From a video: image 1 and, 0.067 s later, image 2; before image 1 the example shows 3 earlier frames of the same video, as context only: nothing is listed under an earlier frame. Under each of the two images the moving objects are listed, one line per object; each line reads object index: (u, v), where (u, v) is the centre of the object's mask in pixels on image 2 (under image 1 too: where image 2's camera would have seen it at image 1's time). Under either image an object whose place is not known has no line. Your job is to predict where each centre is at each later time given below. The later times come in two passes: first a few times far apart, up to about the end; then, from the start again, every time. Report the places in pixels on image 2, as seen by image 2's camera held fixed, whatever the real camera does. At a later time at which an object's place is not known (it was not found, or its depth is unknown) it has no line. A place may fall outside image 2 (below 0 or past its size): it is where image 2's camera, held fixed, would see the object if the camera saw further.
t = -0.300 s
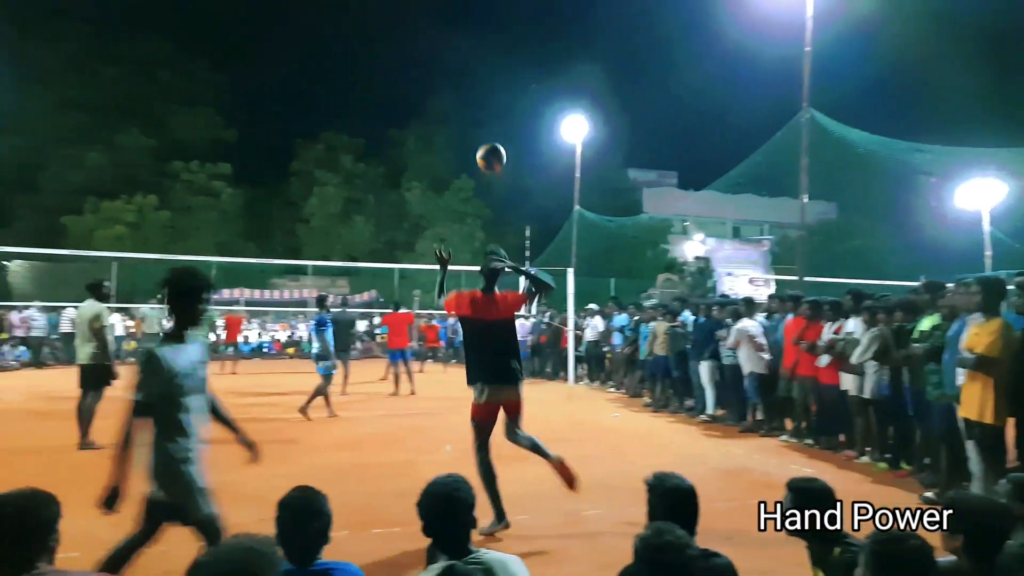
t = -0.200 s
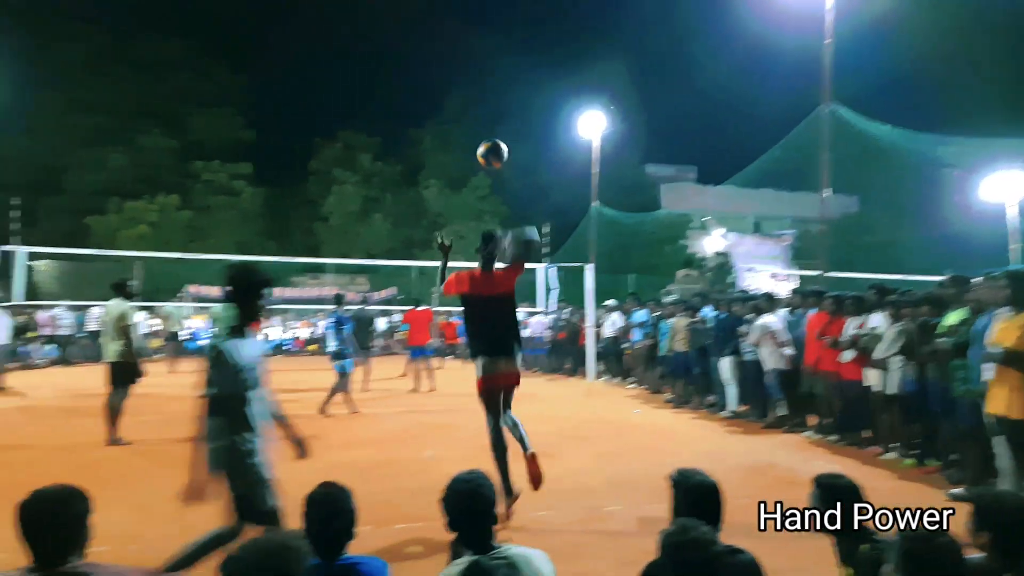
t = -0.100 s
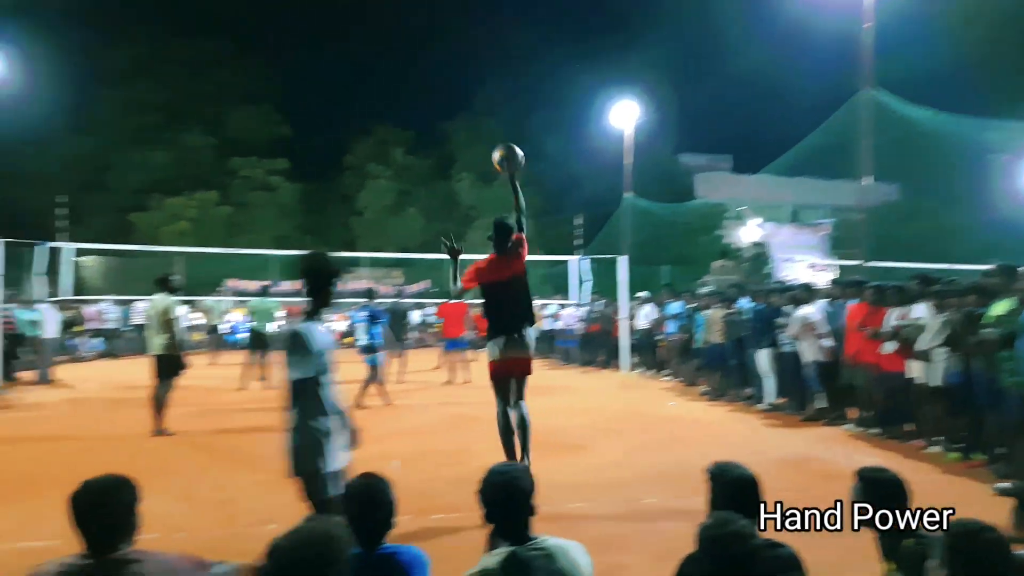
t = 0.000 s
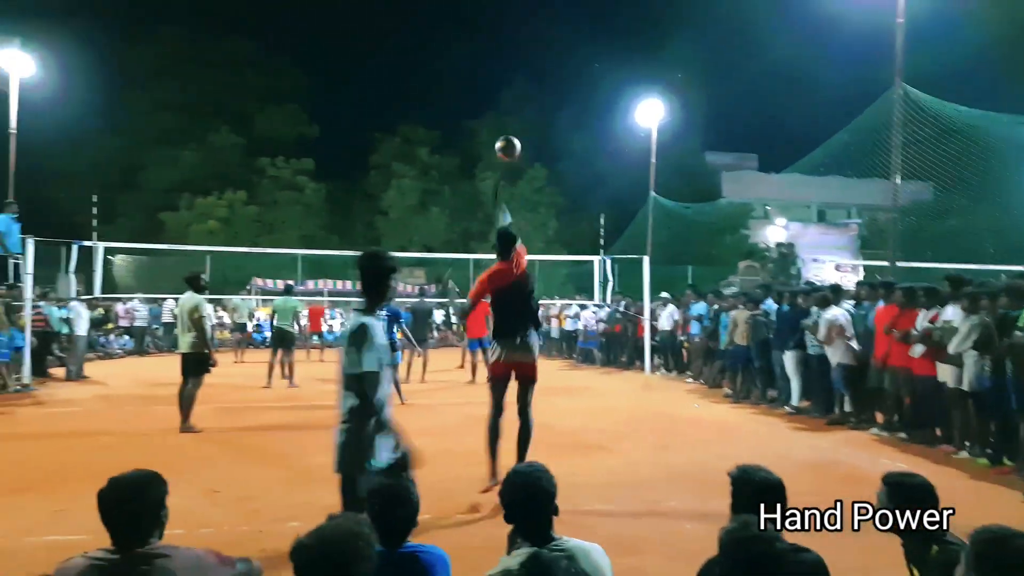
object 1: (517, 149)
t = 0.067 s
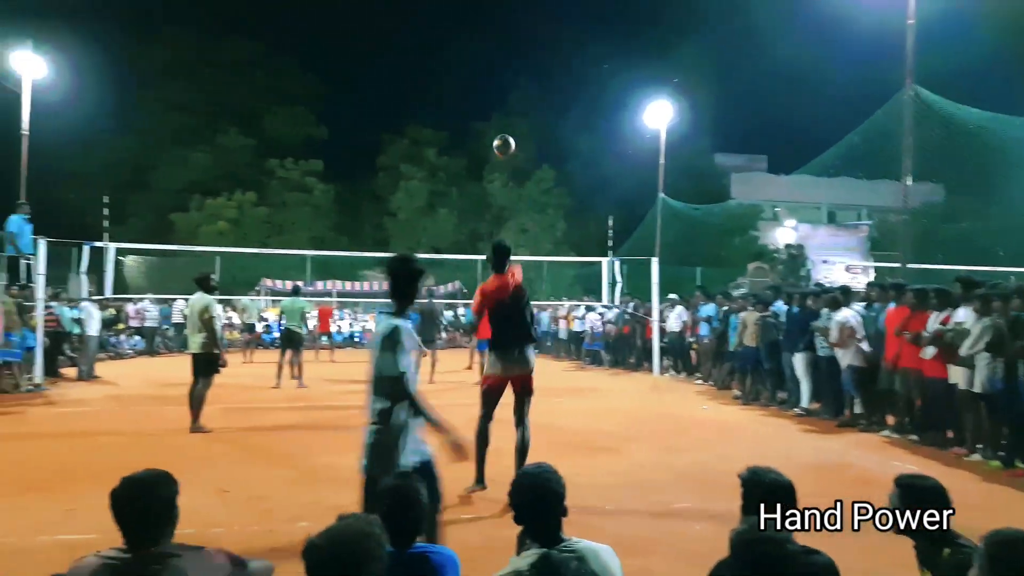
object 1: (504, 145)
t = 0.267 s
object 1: (481, 153)
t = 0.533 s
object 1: (466, 190)
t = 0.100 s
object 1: (498, 145)
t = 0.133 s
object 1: (493, 145)
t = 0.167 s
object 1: (490, 146)
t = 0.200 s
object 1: (487, 148)
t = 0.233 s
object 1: (484, 150)
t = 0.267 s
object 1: (481, 153)
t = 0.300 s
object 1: (478, 156)
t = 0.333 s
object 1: (476, 160)
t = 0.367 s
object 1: (475, 165)
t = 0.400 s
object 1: (473, 169)
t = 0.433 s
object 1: (471, 174)
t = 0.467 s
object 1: (469, 179)
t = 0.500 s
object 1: (468, 185)
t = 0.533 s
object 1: (466, 190)
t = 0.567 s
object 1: (465, 196)
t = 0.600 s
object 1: (463, 203)
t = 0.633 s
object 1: (461, 209)
